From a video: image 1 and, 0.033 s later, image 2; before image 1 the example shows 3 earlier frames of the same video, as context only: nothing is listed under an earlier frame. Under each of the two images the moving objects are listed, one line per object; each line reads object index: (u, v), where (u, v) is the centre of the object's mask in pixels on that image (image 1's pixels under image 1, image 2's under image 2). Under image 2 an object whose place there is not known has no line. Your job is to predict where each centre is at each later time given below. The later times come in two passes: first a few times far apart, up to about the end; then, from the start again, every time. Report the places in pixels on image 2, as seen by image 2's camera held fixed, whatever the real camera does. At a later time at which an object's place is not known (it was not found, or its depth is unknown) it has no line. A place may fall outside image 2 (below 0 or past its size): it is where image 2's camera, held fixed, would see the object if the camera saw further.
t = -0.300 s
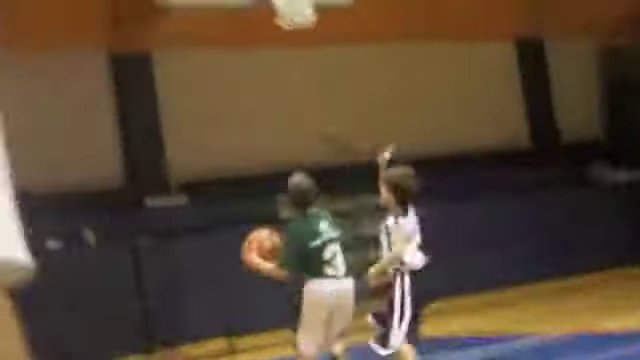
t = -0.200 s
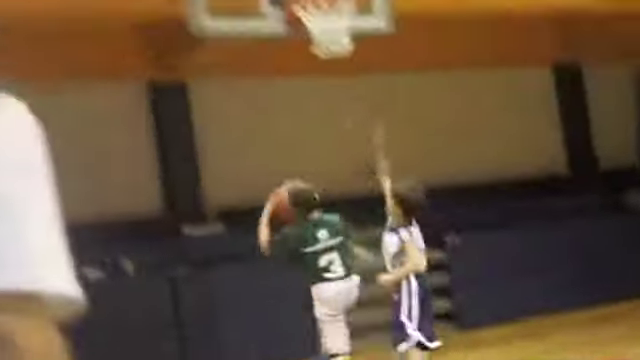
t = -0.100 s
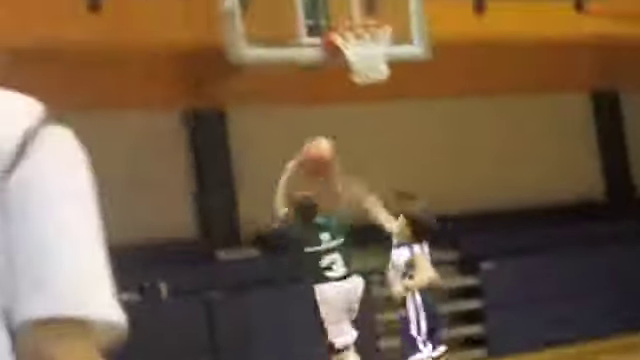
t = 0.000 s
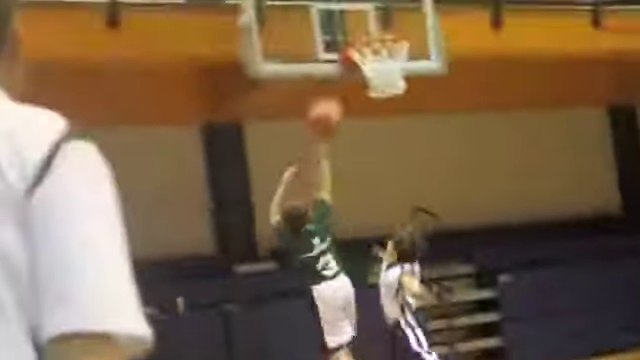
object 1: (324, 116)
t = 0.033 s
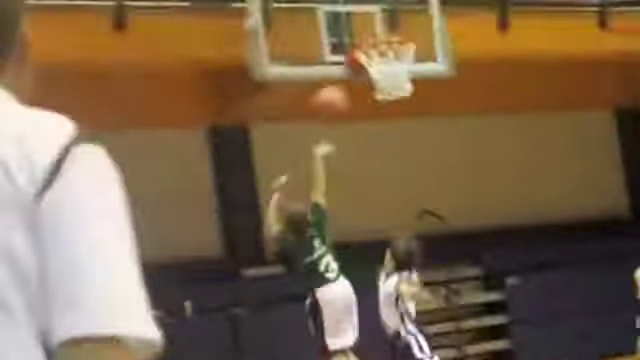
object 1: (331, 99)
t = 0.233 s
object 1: (325, 47)
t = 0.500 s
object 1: (334, 50)
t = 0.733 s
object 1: (303, 81)
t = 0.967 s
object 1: (289, 183)
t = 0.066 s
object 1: (331, 84)
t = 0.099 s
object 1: (329, 73)
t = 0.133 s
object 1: (327, 67)
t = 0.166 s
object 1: (327, 58)
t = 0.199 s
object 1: (326, 51)
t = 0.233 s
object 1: (325, 47)
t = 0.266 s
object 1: (326, 42)
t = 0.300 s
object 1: (327, 41)
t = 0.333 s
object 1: (327, 41)
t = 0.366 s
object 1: (327, 40)
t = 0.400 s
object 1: (327, 42)
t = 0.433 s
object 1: (329, 44)
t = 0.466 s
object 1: (330, 48)
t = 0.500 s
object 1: (334, 50)
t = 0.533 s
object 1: (334, 53)
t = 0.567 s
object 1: (328, 55)
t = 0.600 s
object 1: (316, 64)
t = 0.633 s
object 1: (309, 69)
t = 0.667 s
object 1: (308, 73)
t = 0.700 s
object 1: (309, 82)
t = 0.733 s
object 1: (303, 81)
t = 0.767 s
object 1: (299, 90)
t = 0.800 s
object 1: (296, 103)
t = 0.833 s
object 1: (296, 117)
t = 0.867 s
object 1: (292, 131)
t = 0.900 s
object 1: (290, 147)
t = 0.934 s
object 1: (290, 164)
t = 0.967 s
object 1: (289, 183)
